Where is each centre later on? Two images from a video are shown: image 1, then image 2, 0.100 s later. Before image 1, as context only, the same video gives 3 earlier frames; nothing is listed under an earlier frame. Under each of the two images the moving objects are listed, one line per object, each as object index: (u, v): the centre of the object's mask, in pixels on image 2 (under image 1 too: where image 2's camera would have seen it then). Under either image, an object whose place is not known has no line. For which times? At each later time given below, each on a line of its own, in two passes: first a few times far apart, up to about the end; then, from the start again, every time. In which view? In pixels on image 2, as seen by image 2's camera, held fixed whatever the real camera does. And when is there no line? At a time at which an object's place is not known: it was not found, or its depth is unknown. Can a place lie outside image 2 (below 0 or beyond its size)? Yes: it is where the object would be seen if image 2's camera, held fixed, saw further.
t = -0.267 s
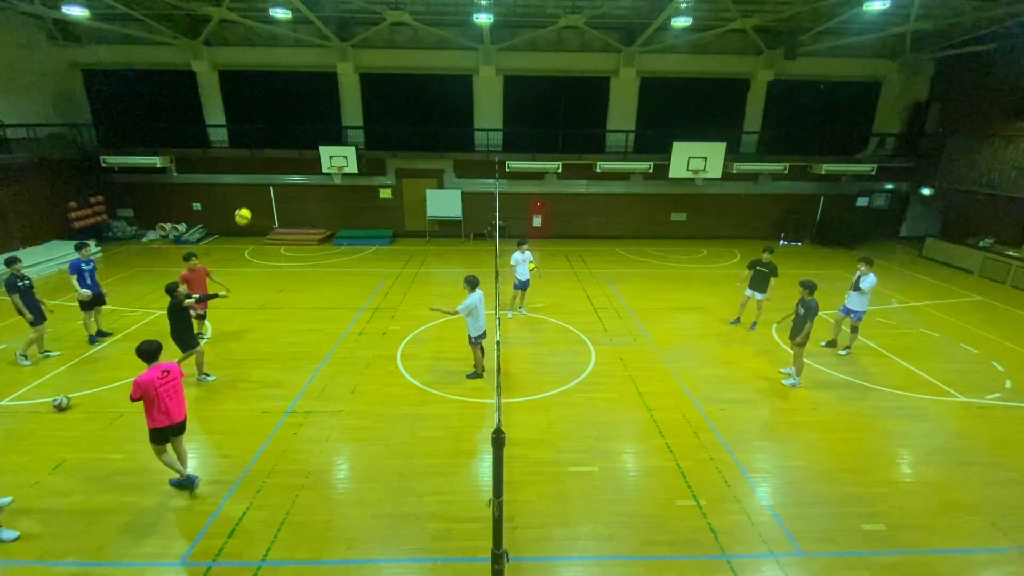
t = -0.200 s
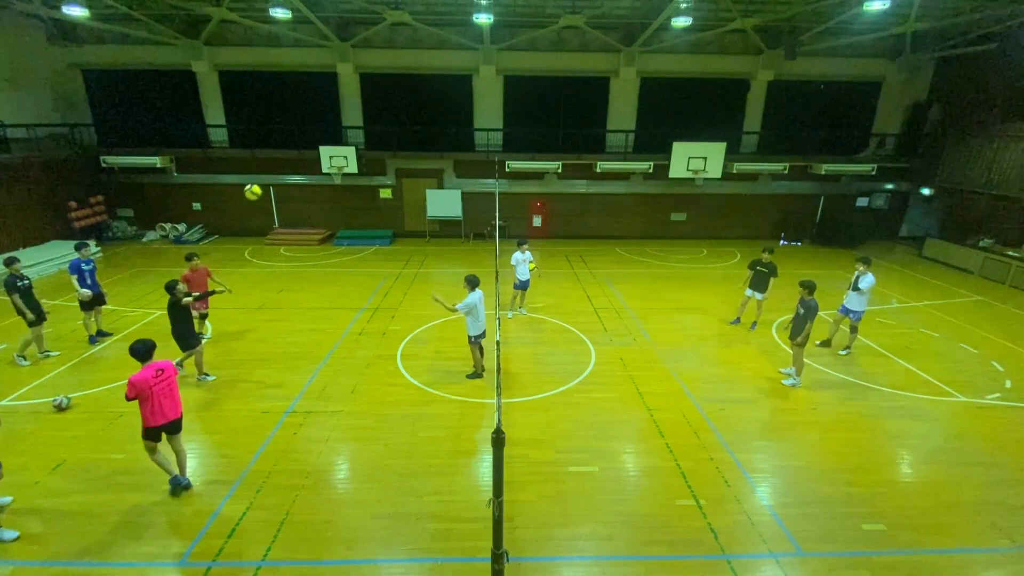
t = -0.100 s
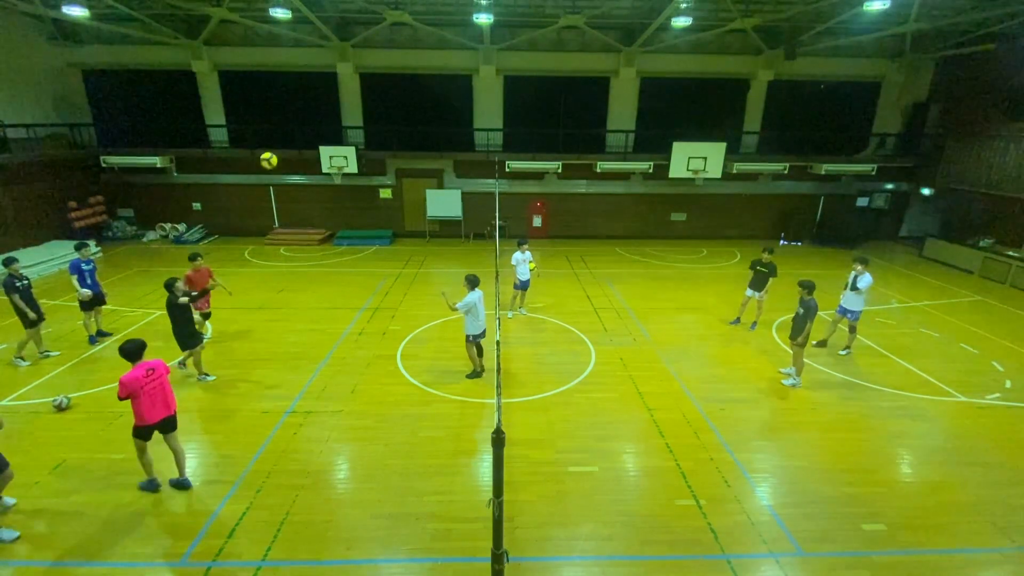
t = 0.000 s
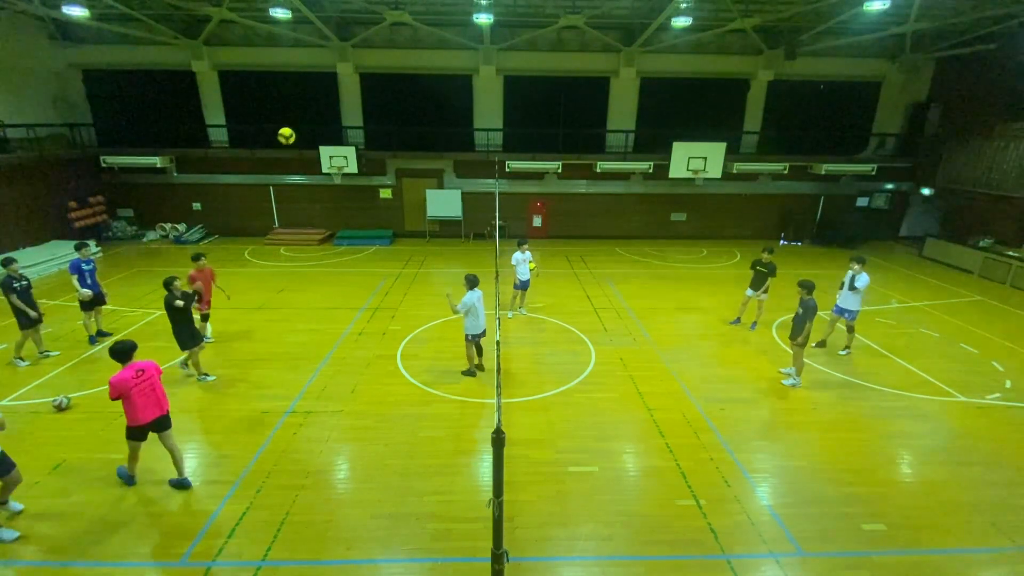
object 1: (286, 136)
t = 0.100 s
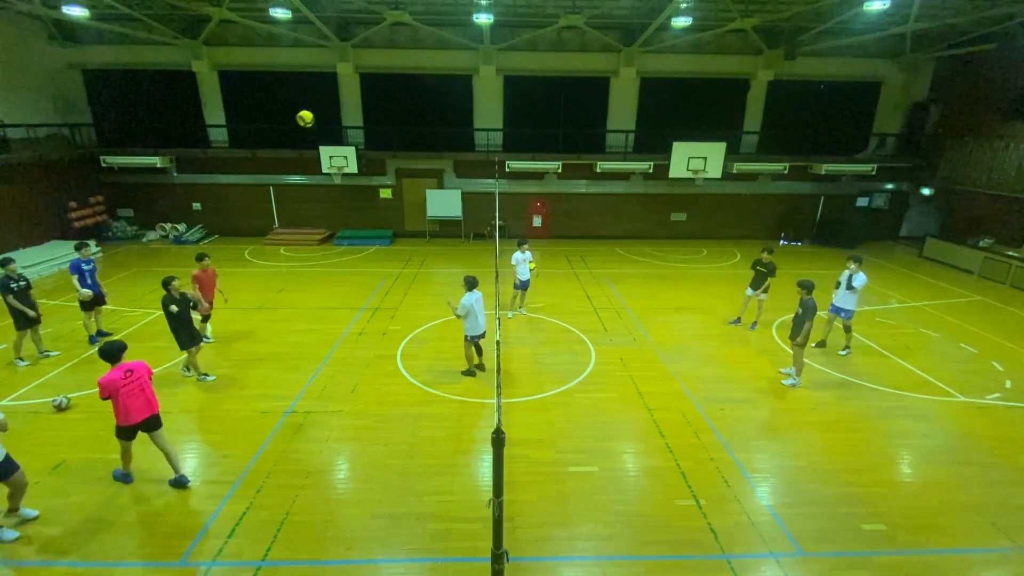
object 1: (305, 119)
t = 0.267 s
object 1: (338, 106)
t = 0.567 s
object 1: (401, 138)
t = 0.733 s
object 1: (434, 179)
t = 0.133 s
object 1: (311, 115)
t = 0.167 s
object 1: (318, 111)
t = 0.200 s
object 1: (325, 109)
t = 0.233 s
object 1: (331, 107)
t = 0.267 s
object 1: (338, 106)
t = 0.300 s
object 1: (346, 107)
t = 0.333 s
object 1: (352, 108)
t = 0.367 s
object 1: (359, 109)
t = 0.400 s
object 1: (367, 112)
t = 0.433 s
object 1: (373, 116)
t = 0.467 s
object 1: (380, 120)
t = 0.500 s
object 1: (388, 125)
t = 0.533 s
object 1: (394, 131)
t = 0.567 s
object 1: (401, 138)
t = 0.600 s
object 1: (408, 145)
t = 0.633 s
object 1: (415, 152)
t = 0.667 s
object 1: (422, 161)
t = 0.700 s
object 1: (428, 170)
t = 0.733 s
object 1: (434, 179)
